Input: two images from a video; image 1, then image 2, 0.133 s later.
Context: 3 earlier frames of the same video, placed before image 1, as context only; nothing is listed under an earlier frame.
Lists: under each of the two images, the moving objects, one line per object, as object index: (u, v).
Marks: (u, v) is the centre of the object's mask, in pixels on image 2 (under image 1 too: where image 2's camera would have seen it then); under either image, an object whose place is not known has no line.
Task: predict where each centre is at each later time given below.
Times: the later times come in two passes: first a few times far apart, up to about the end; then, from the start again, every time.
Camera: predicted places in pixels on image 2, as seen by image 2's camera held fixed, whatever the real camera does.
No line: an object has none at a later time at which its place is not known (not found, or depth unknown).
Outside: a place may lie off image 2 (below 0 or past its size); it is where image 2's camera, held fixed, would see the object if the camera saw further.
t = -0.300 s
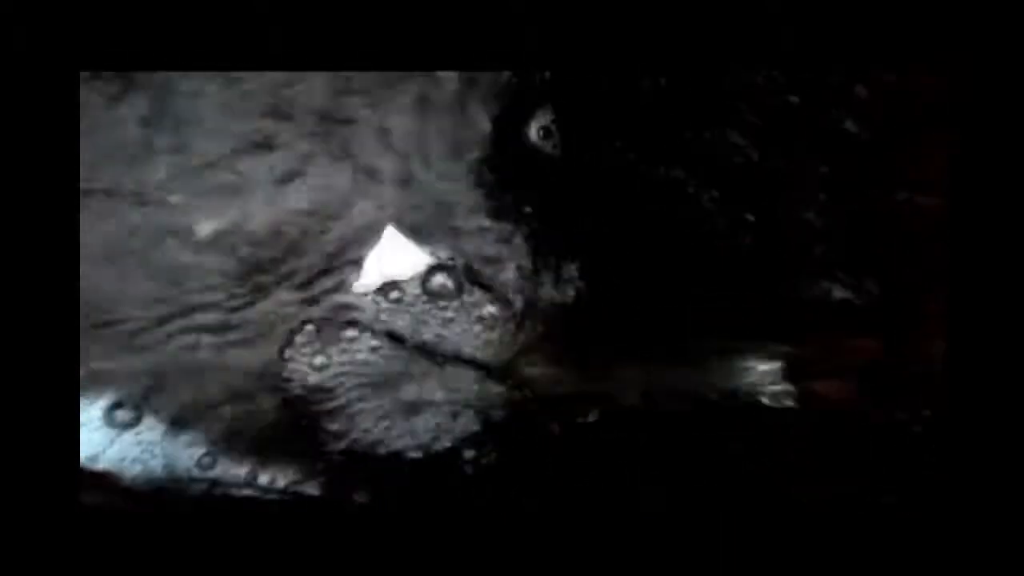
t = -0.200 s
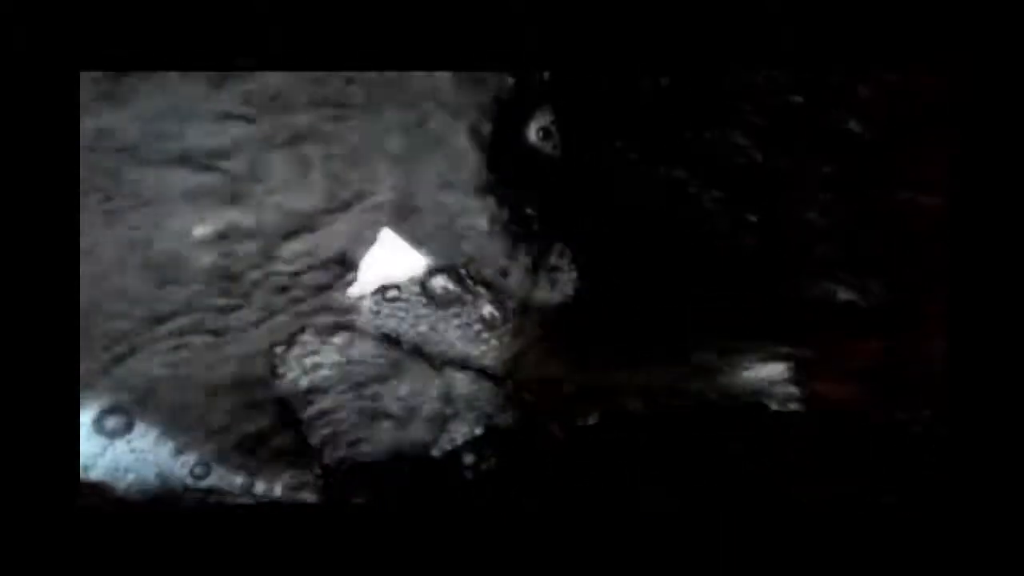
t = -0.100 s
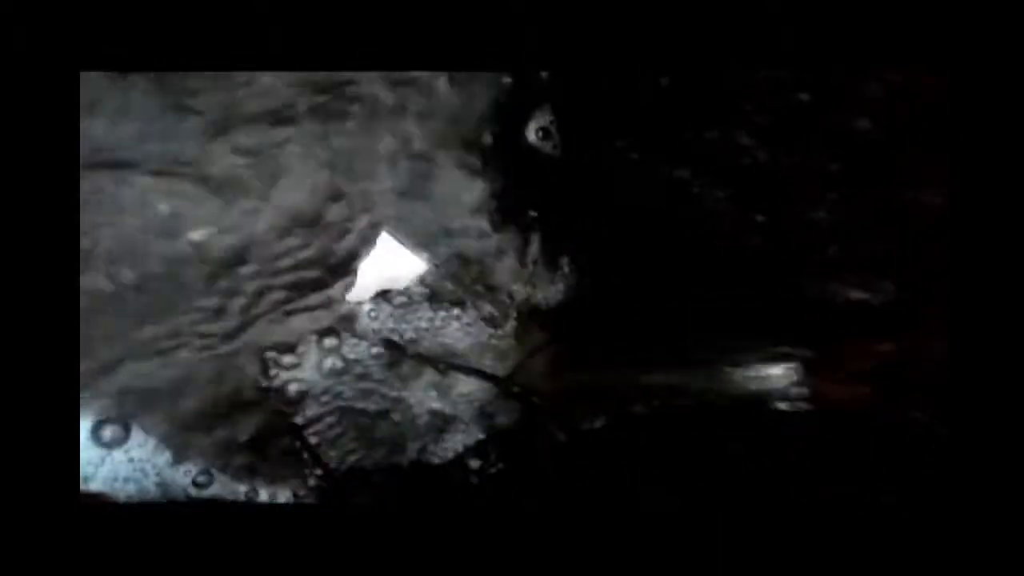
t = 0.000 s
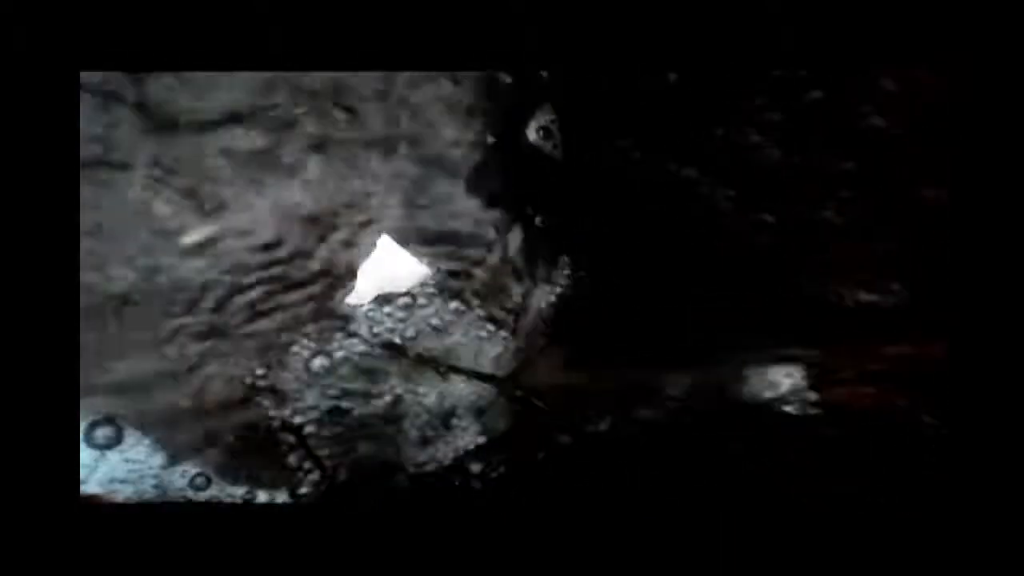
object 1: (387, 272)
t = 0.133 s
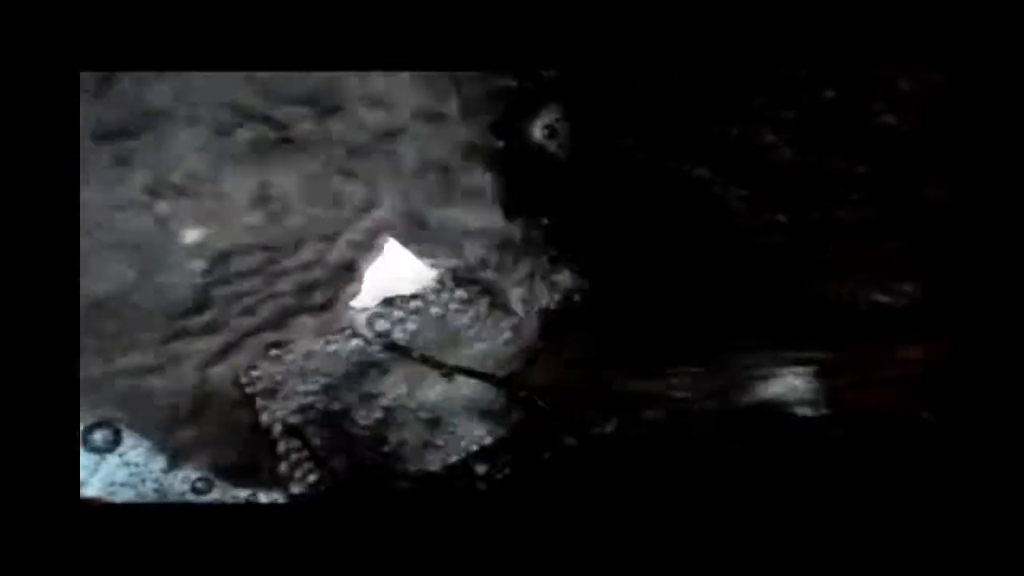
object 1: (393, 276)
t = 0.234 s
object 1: (401, 275)
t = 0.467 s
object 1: (417, 268)
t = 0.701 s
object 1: (416, 279)
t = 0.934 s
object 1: (401, 286)
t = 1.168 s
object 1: (416, 277)
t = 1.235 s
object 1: (414, 277)
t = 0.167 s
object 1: (396, 276)
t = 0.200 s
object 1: (400, 275)
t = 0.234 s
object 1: (401, 275)
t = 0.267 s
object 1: (408, 274)
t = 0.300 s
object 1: (416, 273)
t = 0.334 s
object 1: (418, 272)
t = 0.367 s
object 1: (418, 272)
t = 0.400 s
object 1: (419, 270)
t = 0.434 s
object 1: (417, 269)
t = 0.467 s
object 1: (417, 268)
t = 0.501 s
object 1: (417, 268)
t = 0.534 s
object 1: (417, 268)
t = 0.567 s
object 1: (417, 269)
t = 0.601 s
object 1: (417, 269)
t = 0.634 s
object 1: (418, 273)
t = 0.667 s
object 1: (419, 276)
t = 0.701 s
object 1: (416, 279)
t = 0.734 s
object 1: (415, 281)
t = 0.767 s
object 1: (409, 287)
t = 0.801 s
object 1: (405, 291)
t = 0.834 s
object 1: (403, 293)
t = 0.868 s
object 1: (403, 293)
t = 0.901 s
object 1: (401, 291)
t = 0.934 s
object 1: (401, 286)
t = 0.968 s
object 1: (401, 286)
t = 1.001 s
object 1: (405, 282)
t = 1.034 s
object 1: (409, 278)
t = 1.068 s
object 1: (416, 277)
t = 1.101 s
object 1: (417, 278)
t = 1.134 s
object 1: (417, 277)
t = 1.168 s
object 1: (416, 277)
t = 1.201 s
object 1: (414, 277)
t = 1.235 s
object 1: (414, 277)
